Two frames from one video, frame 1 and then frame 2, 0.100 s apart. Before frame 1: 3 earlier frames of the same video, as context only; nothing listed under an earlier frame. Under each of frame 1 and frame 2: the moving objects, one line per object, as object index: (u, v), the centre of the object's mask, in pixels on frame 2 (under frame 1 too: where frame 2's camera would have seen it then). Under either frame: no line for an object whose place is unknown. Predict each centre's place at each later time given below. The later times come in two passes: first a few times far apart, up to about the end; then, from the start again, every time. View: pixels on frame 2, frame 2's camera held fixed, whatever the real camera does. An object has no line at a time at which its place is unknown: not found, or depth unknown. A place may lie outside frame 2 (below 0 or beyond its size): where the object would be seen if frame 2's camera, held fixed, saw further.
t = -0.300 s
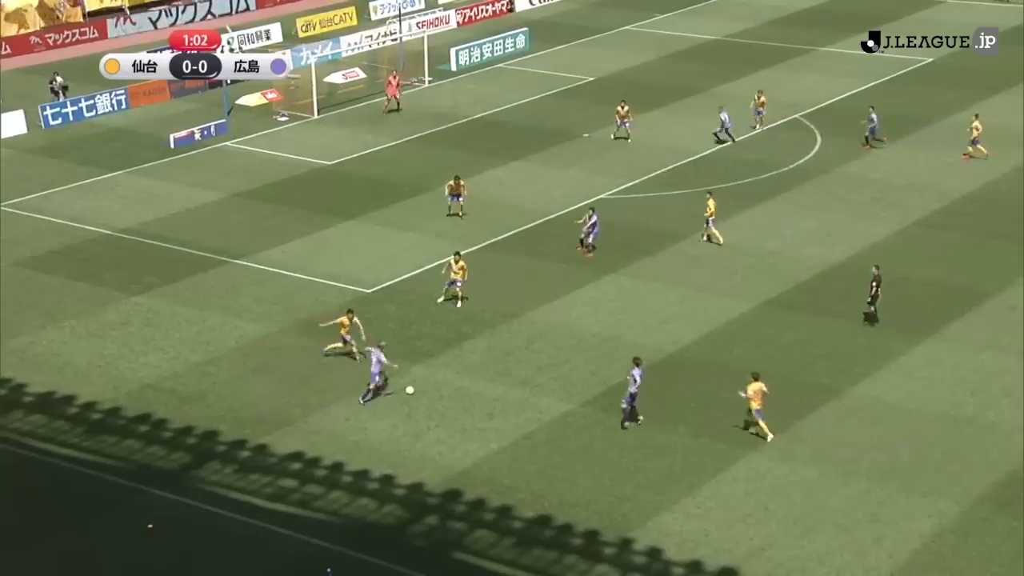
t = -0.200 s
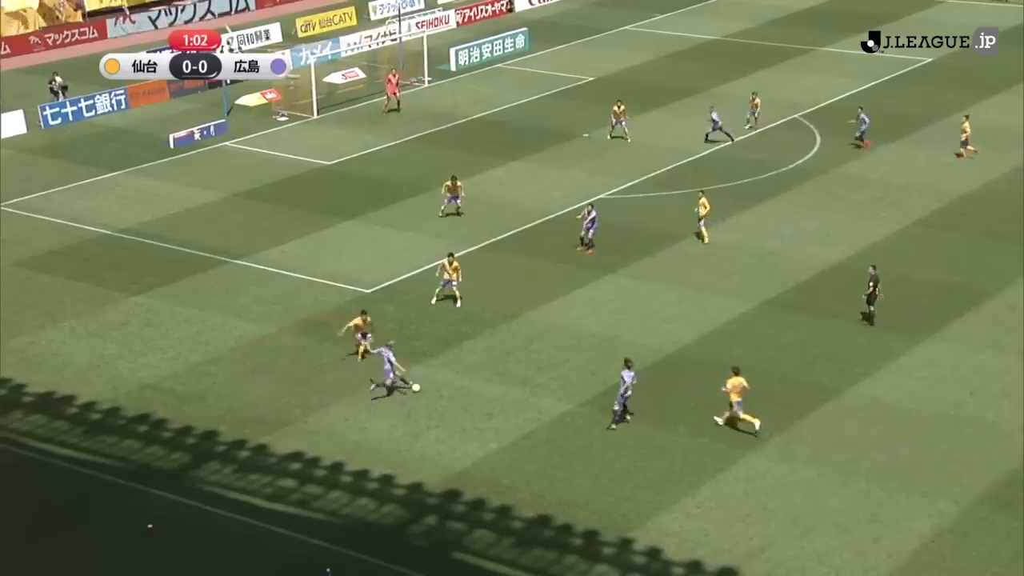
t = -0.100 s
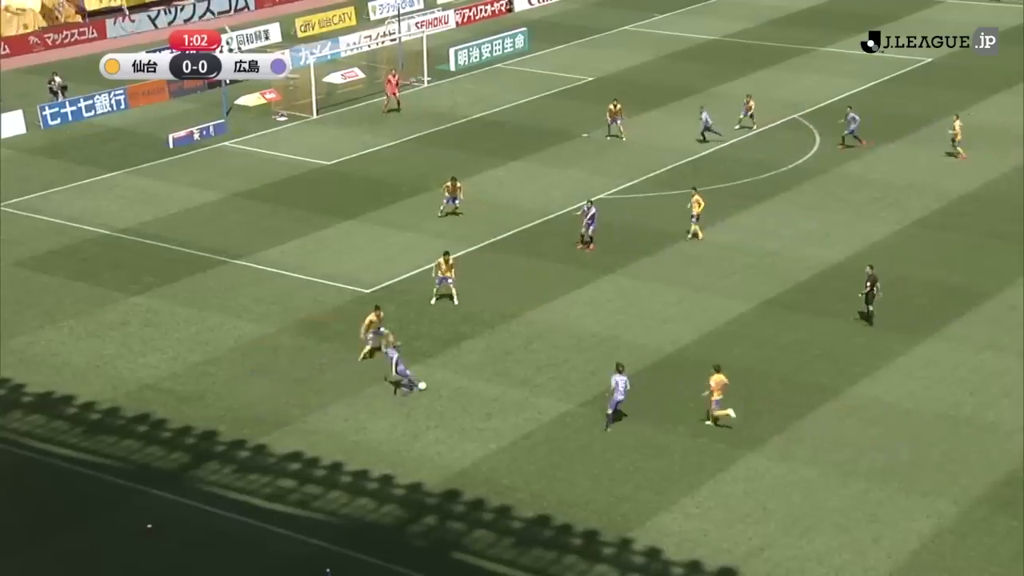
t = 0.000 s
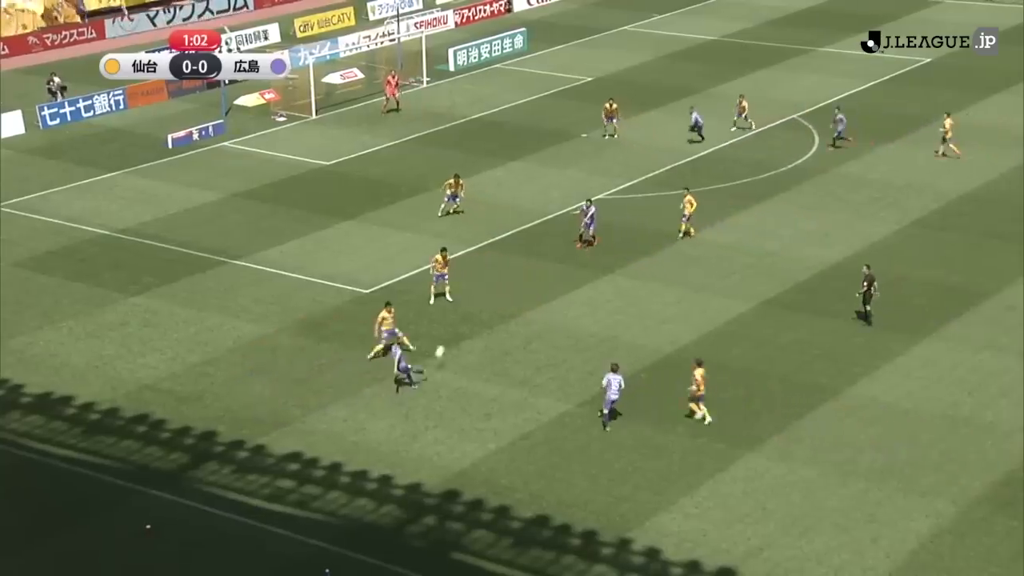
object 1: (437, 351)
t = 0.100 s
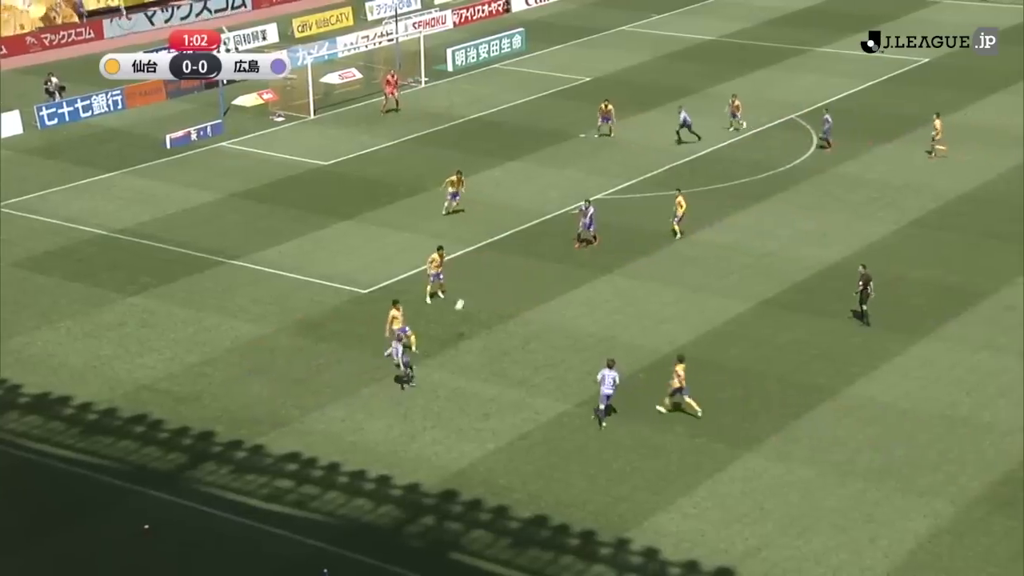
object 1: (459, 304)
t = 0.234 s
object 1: (482, 254)
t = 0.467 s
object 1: (508, 192)
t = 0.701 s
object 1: (521, 159)
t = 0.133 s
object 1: (466, 291)
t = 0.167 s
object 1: (471, 278)
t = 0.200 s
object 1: (477, 265)
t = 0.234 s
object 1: (482, 254)
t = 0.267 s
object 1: (487, 243)
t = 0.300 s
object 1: (491, 233)
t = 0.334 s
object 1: (495, 224)
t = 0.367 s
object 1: (499, 216)
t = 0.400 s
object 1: (502, 207)
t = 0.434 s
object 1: (505, 200)
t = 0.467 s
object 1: (508, 192)
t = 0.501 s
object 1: (511, 186)
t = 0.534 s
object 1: (514, 180)
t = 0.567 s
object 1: (515, 176)
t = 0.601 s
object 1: (517, 171)
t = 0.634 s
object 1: (518, 167)
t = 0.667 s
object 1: (519, 163)
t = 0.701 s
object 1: (521, 159)
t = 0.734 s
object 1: (522, 156)
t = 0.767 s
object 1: (523, 154)
